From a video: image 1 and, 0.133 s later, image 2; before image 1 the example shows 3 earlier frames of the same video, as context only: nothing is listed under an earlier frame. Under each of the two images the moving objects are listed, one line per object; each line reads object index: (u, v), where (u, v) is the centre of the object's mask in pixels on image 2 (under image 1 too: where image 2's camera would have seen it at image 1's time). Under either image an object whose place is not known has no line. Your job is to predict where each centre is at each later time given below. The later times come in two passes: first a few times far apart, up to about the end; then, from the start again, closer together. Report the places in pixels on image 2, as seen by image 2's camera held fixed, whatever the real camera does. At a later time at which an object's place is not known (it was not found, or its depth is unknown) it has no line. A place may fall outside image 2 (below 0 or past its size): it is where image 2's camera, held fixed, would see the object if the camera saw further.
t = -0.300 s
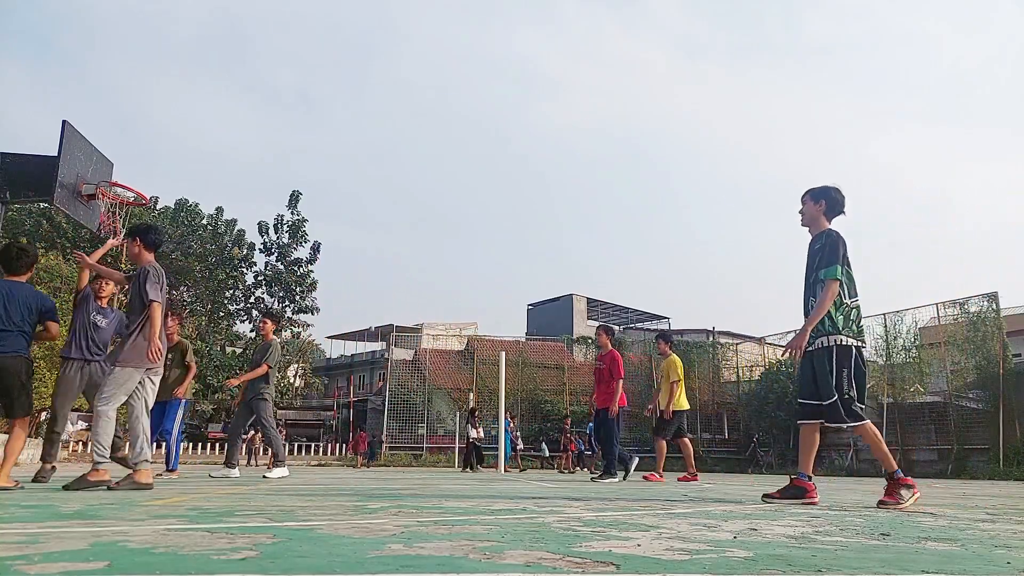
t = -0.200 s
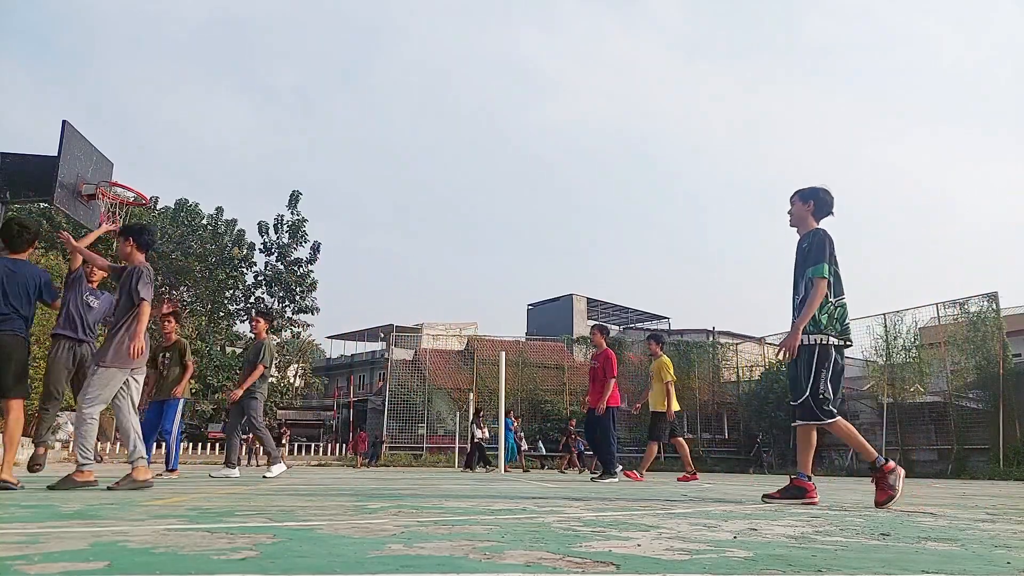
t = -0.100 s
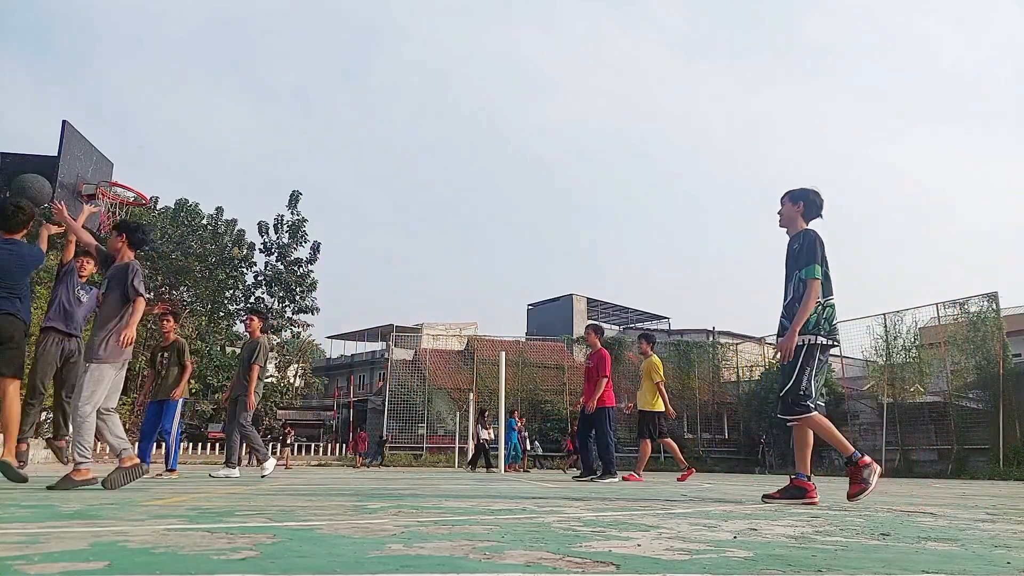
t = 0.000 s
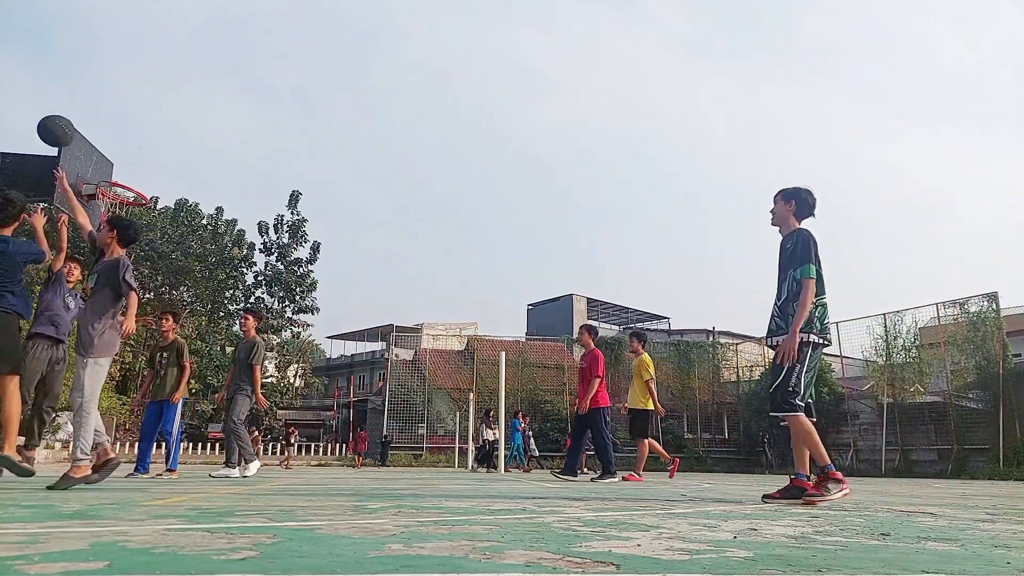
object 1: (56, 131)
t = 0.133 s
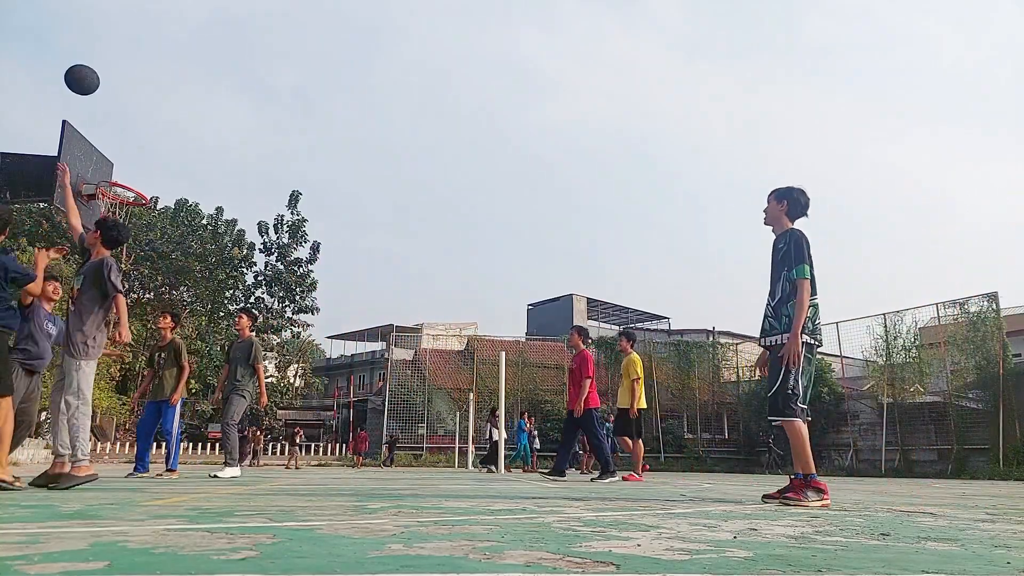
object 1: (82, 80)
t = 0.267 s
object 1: (102, 52)
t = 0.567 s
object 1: (129, 58)
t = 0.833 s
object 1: (141, 128)
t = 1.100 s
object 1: (133, 183)
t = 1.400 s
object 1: (109, 174)
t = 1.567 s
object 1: (112, 175)
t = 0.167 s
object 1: (87, 71)
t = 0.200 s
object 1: (93, 63)
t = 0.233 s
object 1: (97, 57)
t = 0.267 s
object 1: (102, 52)
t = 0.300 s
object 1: (106, 48)
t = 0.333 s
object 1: (109, 46)
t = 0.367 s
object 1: (113, 45)
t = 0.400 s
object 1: (116, 45)
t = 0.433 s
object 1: (119, 46)
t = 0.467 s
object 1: (122, 47)
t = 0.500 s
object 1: (125, 50)
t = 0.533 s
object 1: (127, 54)
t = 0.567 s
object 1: (129, 58)
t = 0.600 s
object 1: (131, 64)
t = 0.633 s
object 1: (133, 71)
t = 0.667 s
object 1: (135, 78)
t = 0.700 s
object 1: (136, 87)
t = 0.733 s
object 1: (138, 96)
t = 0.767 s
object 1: (139, 105)
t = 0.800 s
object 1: (140, 116)
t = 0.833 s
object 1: (141, 128)
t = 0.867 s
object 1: (142, 141)
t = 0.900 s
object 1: (142, 154)
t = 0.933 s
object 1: (143, 168)
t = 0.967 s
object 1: (144, 182)
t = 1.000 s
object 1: (143, 189)
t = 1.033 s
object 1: (141, 187)
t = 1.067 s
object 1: (137, 184)
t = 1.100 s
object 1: (133, 183)
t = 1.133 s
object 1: (129, 182)
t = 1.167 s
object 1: (125, 182)
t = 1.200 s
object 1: (121, 180)
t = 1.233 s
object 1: (119, 178)
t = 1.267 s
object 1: (117, 179)
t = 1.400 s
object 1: (109, 174)
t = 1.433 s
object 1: (110, 173)
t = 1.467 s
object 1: (110, 173)
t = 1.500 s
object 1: (111, 173)
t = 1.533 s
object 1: (112, 174)
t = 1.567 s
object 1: (112, 175)
